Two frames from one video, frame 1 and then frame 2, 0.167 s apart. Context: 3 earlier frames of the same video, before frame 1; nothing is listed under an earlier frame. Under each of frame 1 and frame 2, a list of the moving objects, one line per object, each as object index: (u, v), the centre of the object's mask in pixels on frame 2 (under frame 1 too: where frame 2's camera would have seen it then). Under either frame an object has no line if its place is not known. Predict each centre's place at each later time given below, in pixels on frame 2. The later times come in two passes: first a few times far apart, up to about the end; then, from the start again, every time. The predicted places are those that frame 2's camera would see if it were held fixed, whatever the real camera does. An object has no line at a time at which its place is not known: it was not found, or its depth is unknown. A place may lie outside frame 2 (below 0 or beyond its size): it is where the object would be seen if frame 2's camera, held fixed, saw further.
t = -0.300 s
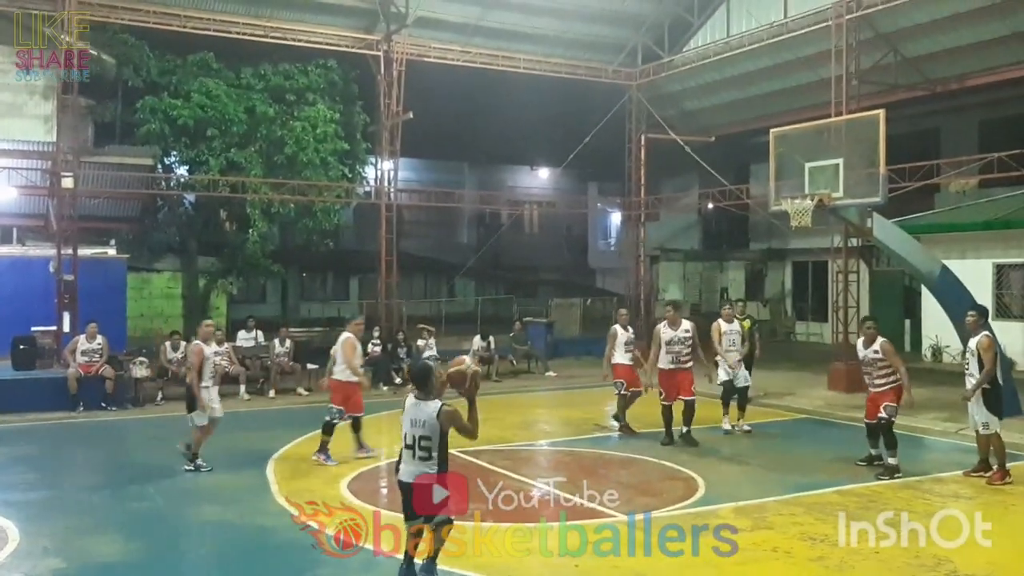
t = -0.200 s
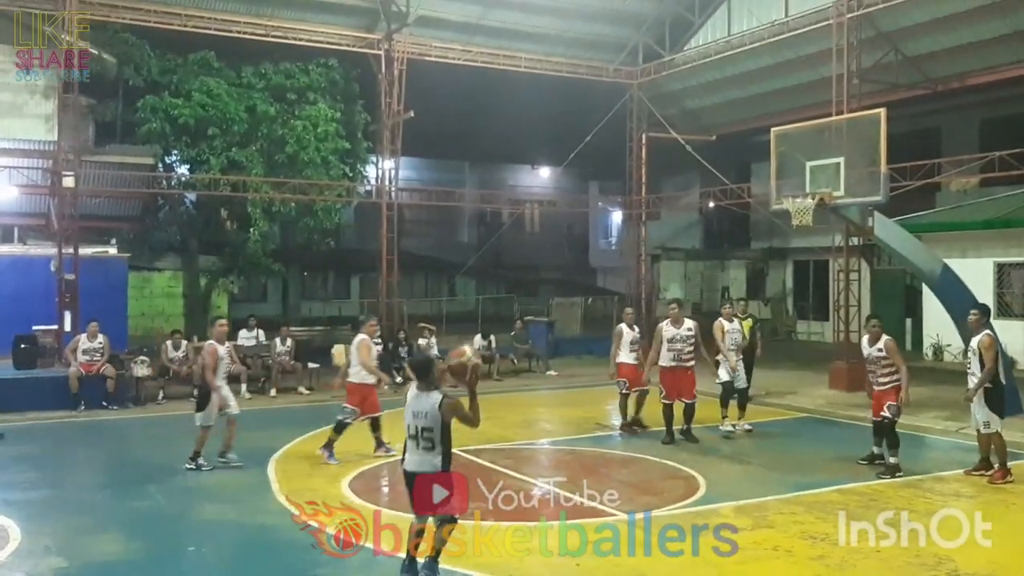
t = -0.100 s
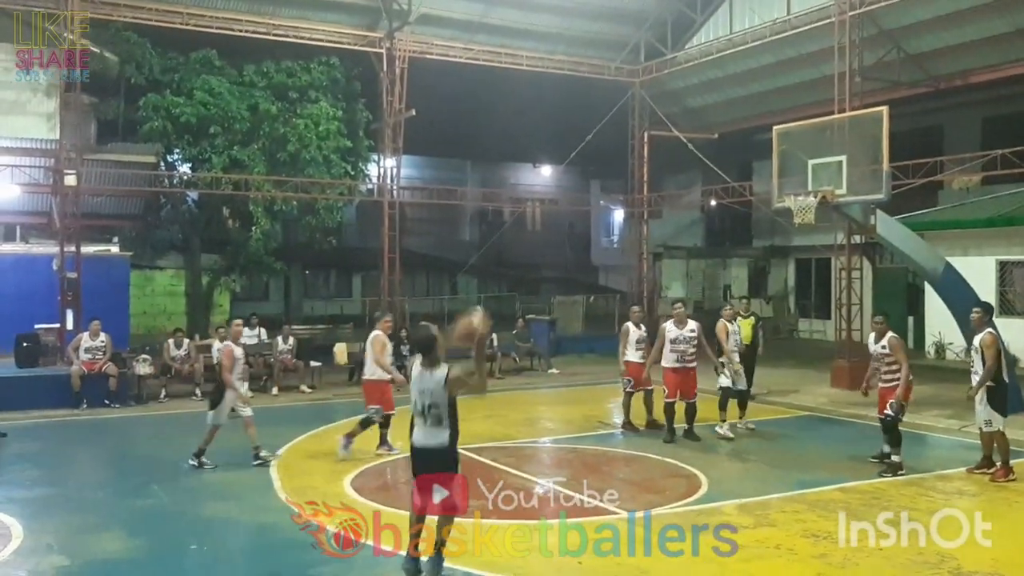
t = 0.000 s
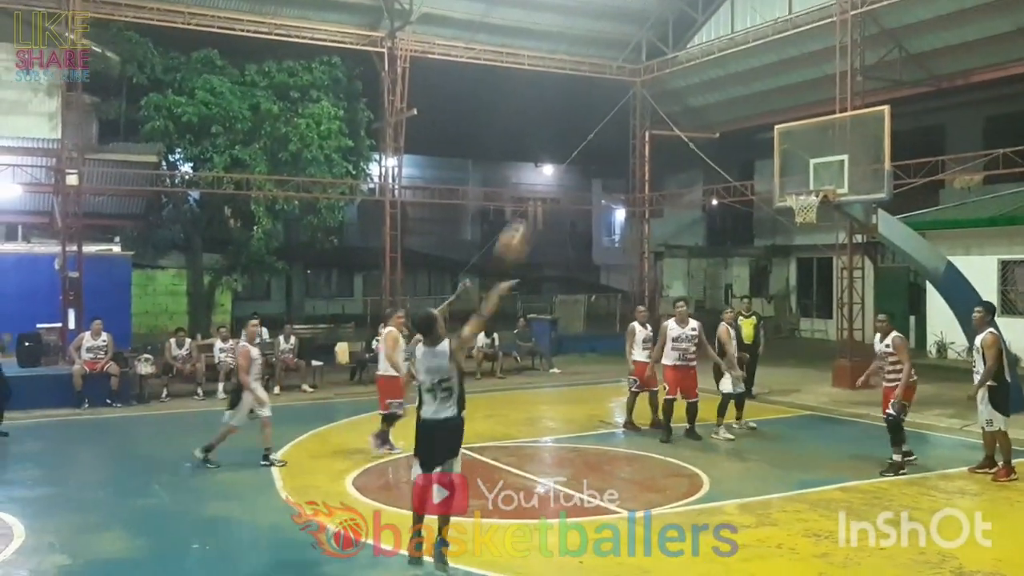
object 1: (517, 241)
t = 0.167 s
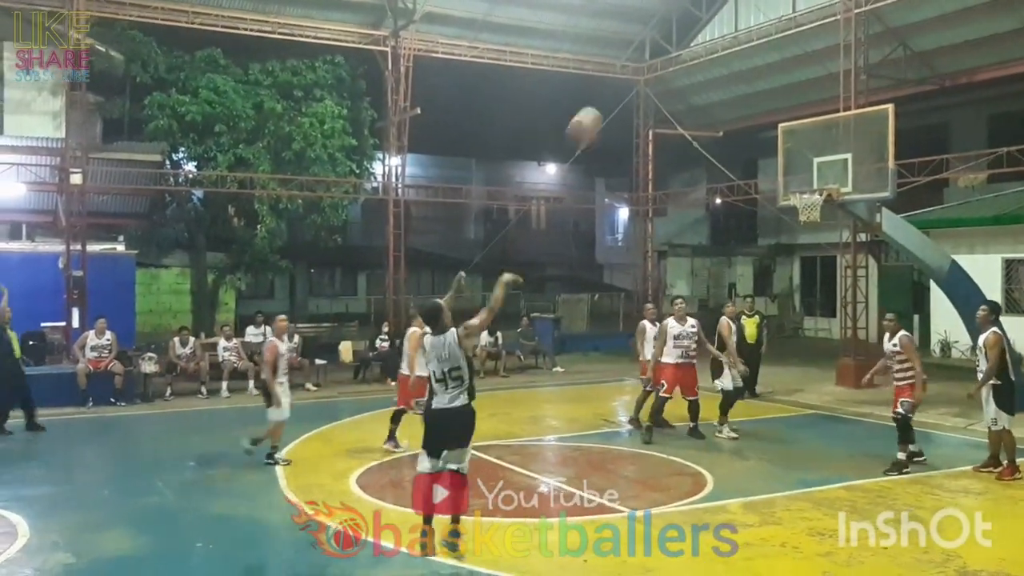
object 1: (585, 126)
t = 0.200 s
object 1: (597, 110)
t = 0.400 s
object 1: (662, 42)
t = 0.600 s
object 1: (714, 30)
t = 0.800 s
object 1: (759, 52)
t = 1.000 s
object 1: (795, 108)
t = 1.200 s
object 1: (823, 171)
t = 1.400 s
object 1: (813, 111)
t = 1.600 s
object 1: (799, 85)
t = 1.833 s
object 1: (785, 93)
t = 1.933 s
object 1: (779, 112)
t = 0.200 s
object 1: (597, 110)
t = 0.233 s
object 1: (610, 94)
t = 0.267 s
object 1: (621, 81)
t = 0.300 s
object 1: (632, 70)
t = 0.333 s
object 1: (642, 59)
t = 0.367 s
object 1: (653, 50)
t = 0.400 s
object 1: (662, 42)
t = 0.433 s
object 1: (671, 38)
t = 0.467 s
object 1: (681, 34)
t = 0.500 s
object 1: (689, 32)
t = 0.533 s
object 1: (698, 29)
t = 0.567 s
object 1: (706, 29)
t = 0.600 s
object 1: (714, 30)
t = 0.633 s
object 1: (723, 30)
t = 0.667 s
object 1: (730, 33)
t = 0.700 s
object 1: (737, 36)
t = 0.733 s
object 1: (745, 40)
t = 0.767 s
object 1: (752, 44)
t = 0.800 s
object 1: (759, 52)
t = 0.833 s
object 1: (766, 58)
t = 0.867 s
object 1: (772, 67)
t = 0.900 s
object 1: (777, 76)
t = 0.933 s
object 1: (783, 86)
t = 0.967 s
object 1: (789, 97)
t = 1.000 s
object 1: (795, 108)
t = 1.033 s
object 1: (800, 118)
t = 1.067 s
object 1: (807, 131)
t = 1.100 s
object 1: (812, 143)
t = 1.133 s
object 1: (817, 157)
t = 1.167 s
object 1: (823, 171)
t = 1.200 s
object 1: (823, 171)
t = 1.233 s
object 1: (822, 159)
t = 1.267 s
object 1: (821, 147)
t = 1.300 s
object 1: (819, 137)
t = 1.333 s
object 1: (816, 126)
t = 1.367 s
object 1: (815, 118)
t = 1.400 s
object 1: (813, 111)
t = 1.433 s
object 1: (811, 105)
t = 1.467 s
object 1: (809, 98)
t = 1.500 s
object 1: (807, 93)
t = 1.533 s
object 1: (804, 88)
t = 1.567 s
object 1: (801, 87)
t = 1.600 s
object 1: (799, 85)
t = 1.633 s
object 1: (798, 83)
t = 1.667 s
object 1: (796, 84)
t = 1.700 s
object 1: (794, 84)
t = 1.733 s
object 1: (792, 84)
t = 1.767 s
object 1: (789, 87)
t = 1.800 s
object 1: (787, 89)
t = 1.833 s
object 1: (785, 93)
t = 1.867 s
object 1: (784, 98)
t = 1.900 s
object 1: (782, 103)
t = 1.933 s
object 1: (779, 112)
